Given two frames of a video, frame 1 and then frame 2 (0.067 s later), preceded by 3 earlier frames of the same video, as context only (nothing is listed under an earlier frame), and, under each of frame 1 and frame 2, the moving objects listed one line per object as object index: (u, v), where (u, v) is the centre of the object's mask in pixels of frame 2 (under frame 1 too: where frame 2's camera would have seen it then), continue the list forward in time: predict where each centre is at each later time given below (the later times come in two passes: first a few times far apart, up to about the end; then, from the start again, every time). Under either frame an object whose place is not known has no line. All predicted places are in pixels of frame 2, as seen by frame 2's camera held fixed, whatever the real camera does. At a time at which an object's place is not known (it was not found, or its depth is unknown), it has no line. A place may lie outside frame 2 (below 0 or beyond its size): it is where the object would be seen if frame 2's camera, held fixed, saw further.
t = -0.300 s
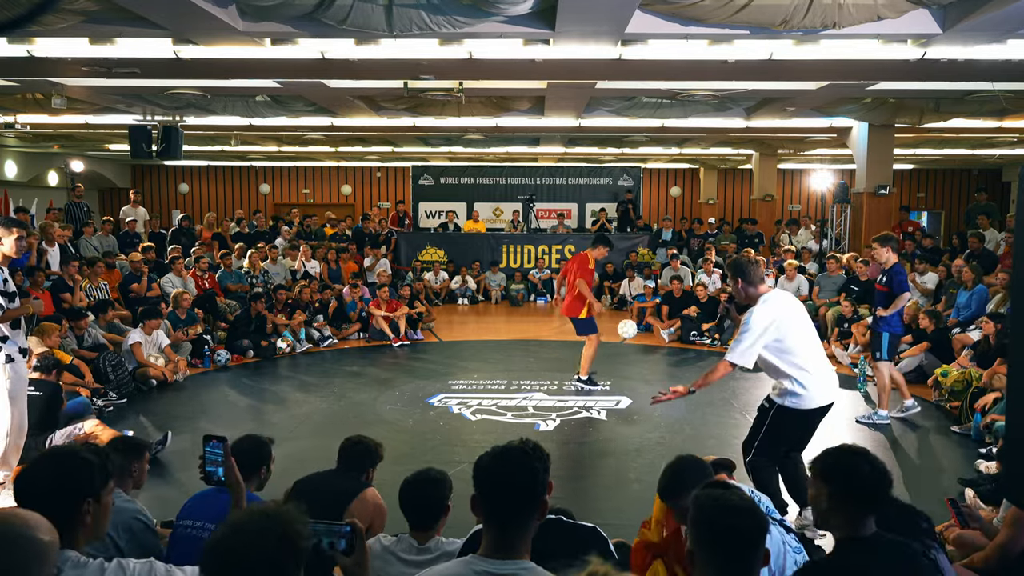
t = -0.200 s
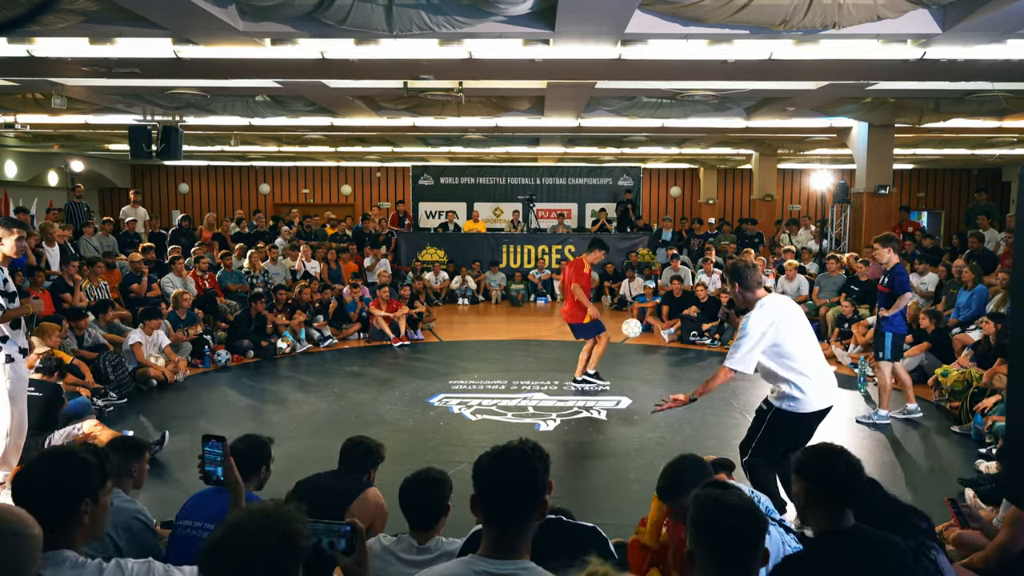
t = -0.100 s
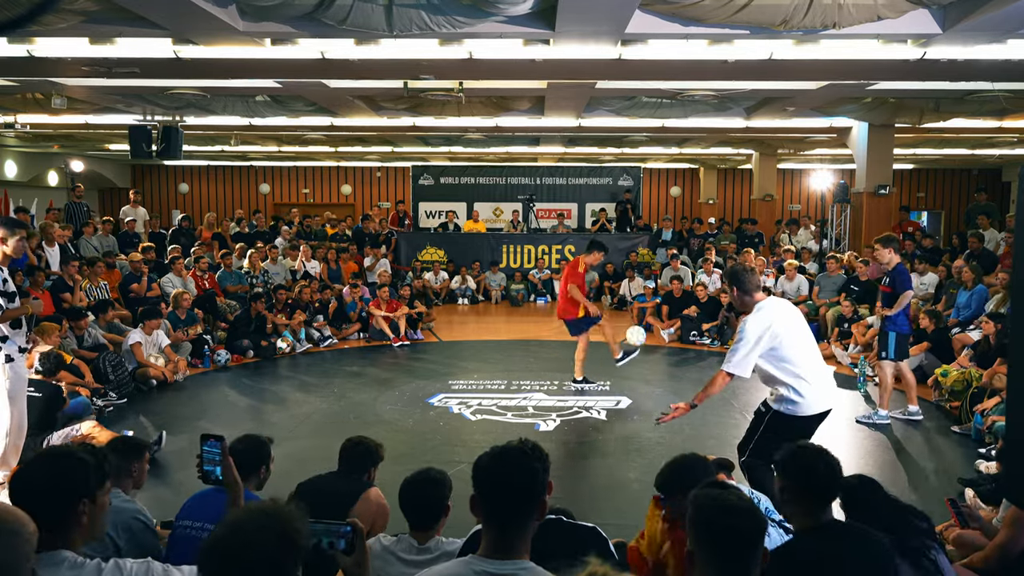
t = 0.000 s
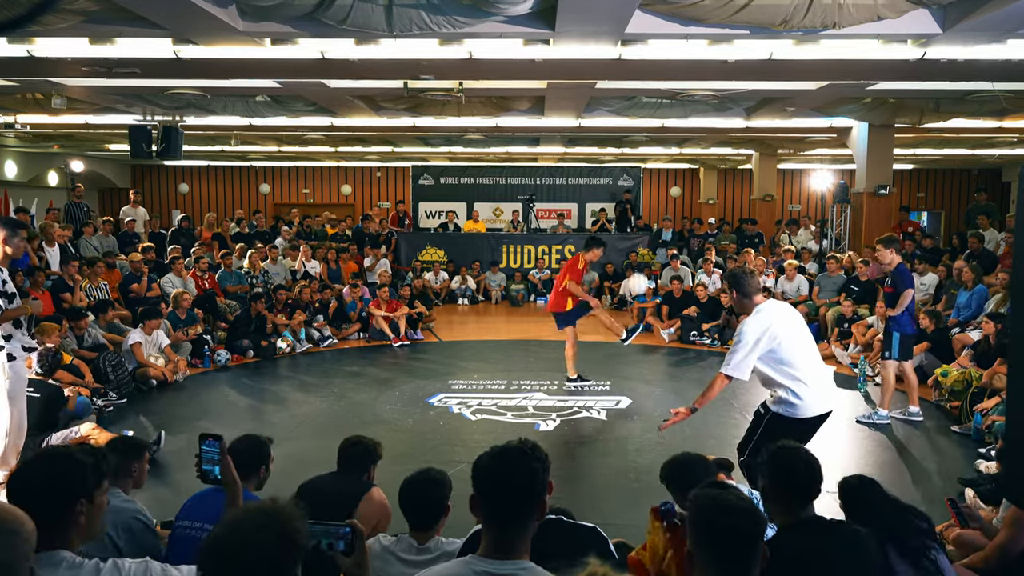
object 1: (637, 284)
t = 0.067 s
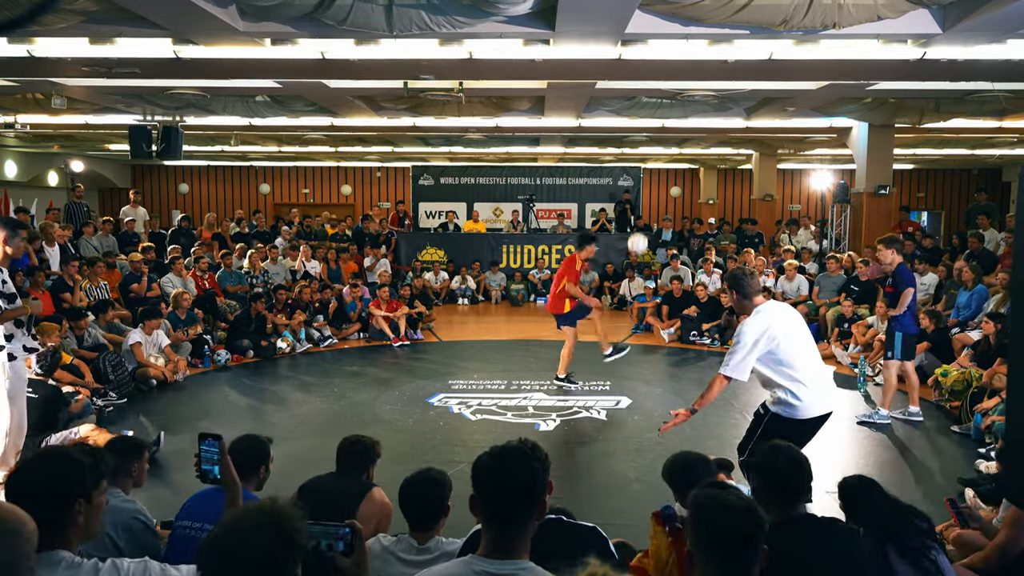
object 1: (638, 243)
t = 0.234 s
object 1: (636, 160)
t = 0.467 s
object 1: (632, 80)
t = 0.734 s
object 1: (628, 69)
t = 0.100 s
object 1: (637, 225)
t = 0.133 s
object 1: (637, 207)
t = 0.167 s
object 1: (636, 190)
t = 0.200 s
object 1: (636, 174)
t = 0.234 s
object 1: (636, 160)
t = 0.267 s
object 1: (635, 144)
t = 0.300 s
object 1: (635, 133)
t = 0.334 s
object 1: (634, 119)
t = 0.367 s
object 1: (634, 108)
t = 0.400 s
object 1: (634, 99)
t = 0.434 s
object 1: (633, 90)
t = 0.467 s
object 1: (632, 80)
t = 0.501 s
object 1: (632, 73)
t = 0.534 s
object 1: (632, 68)
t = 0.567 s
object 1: (631, 63)
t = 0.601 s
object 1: (630, 60)
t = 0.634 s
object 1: (630, 58)
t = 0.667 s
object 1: (629, 60)
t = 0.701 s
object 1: (629, 64)
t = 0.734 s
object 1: (628, 69)
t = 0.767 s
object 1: (628, 74)
